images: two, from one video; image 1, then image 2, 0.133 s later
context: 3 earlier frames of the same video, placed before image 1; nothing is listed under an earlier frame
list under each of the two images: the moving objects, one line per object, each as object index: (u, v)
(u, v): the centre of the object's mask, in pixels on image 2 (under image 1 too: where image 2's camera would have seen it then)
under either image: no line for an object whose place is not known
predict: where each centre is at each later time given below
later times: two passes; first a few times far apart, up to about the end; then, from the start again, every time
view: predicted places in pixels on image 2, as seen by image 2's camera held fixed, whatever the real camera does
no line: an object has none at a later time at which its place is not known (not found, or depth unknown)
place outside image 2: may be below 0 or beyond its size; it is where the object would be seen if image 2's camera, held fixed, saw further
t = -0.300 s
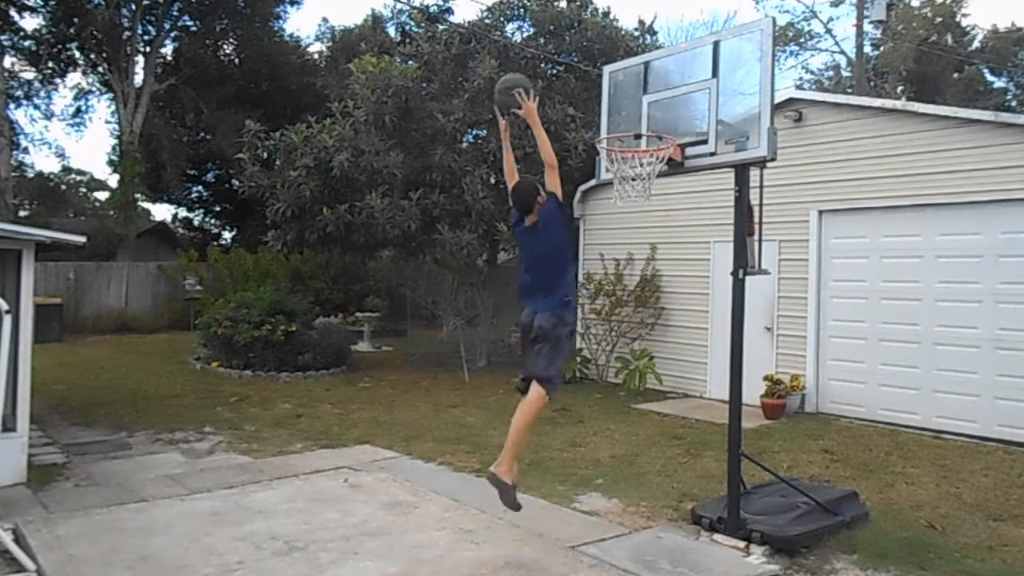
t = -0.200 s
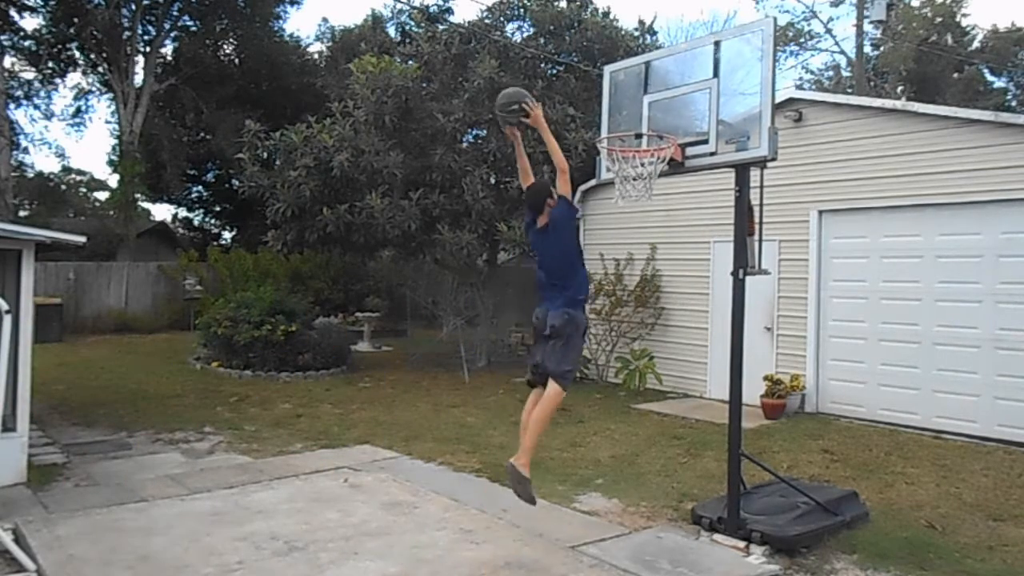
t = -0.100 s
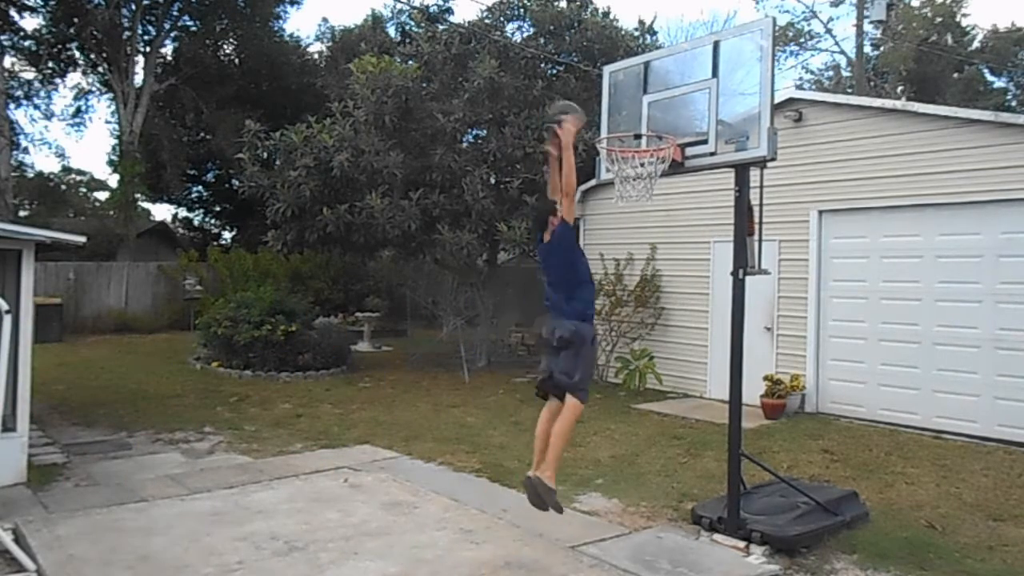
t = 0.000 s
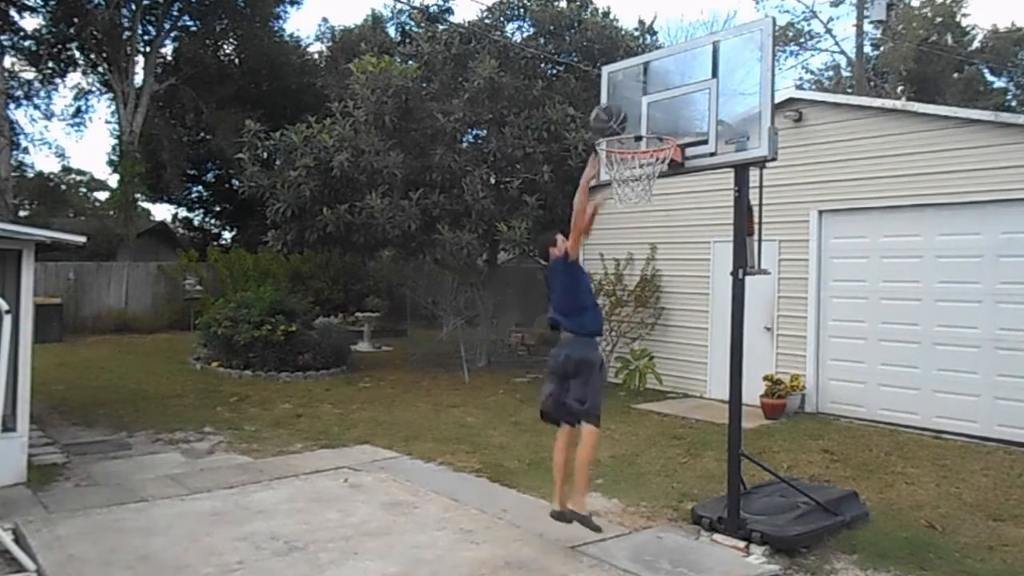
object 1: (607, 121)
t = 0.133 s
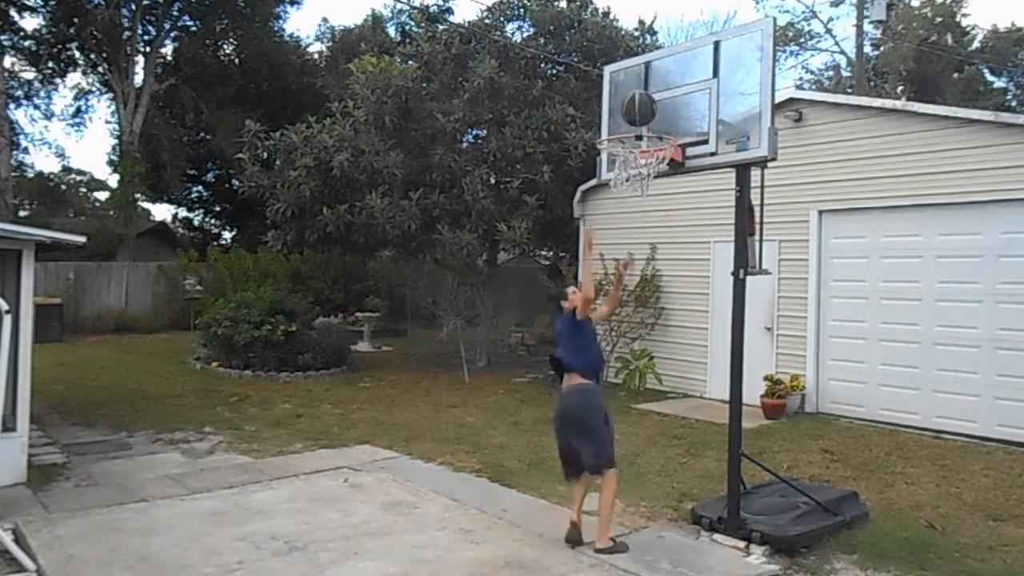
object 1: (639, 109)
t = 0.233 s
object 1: (632, 100)
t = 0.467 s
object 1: (594, 124)
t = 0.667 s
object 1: (580, 125)
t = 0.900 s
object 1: (556, 188)
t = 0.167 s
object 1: (641, 107)
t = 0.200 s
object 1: (637, 103)
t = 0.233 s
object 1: (632, 100)
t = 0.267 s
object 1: (627, 99)
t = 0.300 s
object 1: (622, 99)
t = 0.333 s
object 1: (616, 101)
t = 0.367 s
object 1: (611, 104)
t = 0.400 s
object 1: (606, 110)
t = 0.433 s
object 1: (601, 117)
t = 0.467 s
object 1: (594, 124)
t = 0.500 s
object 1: (593, 125)
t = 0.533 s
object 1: (590, 124)
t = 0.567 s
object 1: (589, 122)
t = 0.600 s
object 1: (586, 122)
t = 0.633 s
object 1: (583, 123)
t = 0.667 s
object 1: (580, 125)
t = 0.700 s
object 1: (577, 129)
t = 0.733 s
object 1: (575, 135)
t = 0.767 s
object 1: (571, 141)
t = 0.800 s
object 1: (567, 152)
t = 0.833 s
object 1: (564, 162)
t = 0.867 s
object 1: (560, 174)
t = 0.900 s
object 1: (556, 188)
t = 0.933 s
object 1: (552, 205)
